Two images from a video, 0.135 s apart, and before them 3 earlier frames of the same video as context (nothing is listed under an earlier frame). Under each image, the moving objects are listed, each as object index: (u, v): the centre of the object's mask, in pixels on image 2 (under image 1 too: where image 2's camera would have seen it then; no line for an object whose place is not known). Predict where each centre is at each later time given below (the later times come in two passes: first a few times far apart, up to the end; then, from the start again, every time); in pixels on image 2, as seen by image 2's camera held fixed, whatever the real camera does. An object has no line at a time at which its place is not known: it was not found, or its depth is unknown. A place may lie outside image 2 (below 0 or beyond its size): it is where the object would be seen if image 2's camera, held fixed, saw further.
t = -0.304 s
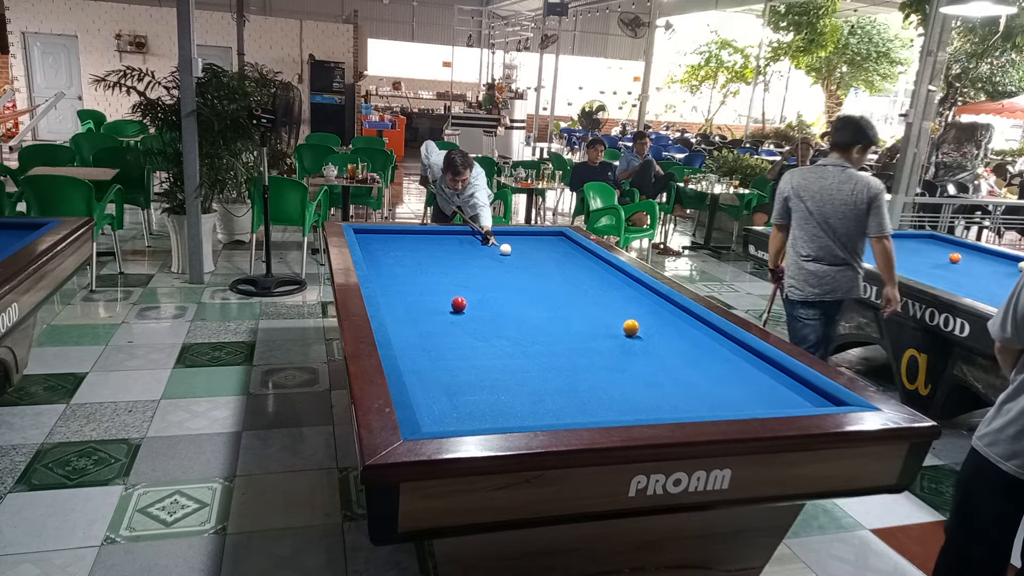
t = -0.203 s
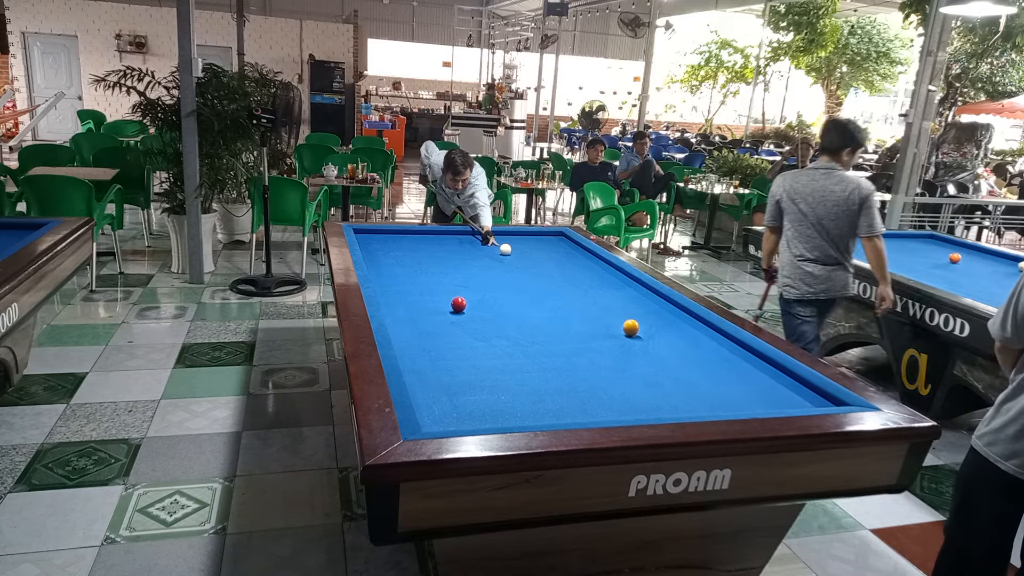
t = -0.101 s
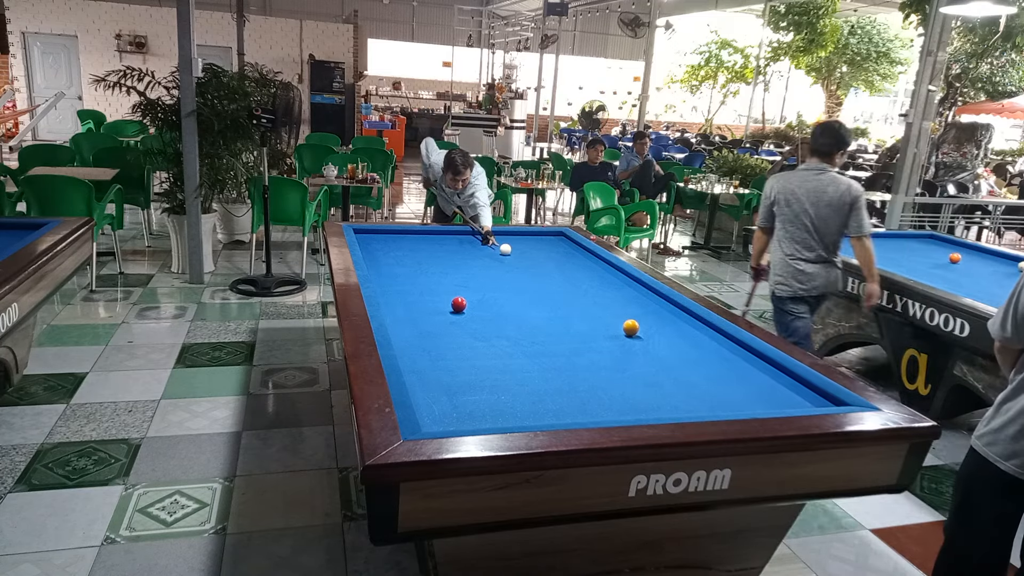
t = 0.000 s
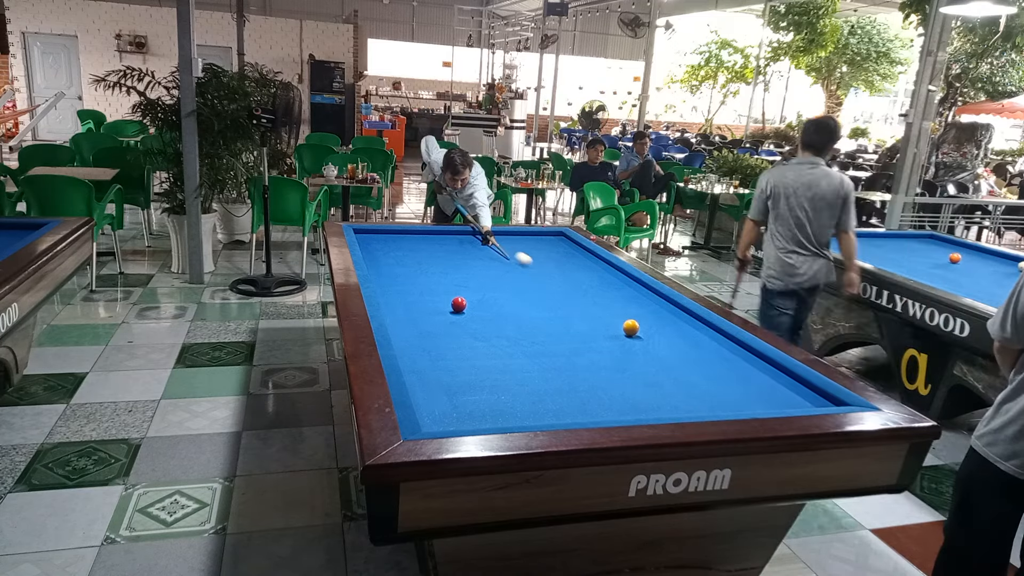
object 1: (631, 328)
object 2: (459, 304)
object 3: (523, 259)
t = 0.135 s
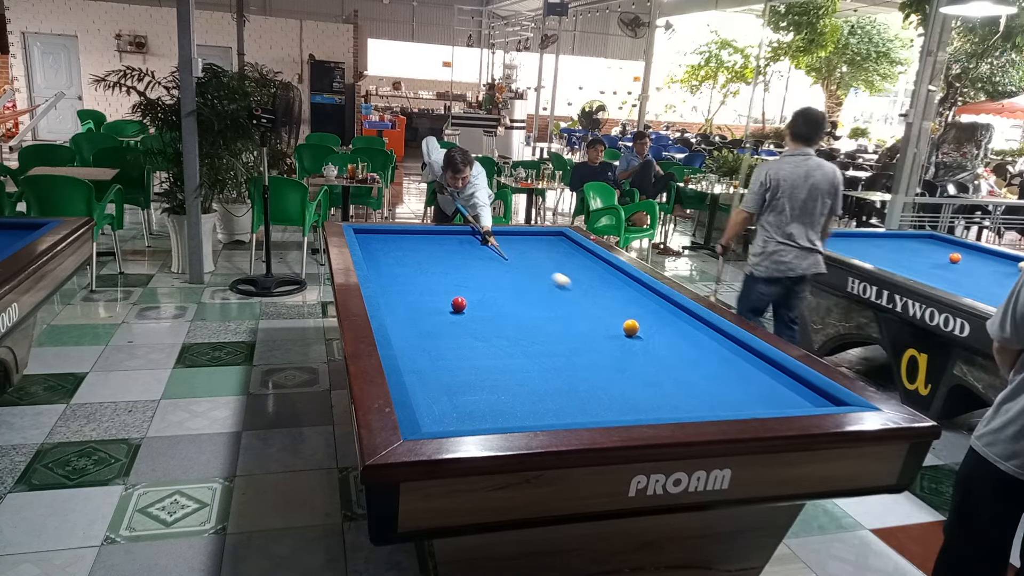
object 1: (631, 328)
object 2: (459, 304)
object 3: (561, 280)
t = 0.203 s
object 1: (631, 328)
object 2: (459, 304)
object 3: (582, 292)
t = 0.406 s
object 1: (628, 334)
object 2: (459, 304)
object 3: (654, 327)
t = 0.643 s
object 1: (611, 368)
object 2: (459, 304)
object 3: (746, 351)
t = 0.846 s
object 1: (596, 400)
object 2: (459, 304)
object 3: (764, 388)
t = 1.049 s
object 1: (564, 409)
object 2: (459, 304)
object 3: (730, 392)
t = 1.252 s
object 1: (522, 393)
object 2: (459, 304)
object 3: (655, 373)
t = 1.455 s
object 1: (485, 381)
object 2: (459, 304)
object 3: (592, 358)
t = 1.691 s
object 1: (445, 368)
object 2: (459, 304)
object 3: (526, 343)
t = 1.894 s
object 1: (413, 358)
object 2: (459, 304)
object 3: (475, 332)
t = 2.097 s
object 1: (414, 349)
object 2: (459, 304)
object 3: (427, 321)
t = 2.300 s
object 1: (424, 340)
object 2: (459, 304)
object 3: (393, 310)
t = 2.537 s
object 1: (434, 331)
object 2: (459, 304)
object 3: (412, 297)
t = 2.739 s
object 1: (442, 324)
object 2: (459, 304)
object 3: (424, 288)
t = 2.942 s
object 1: (450, 317)
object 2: (459, 304)
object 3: (436, 279)
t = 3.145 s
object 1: (457, 311)
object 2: (460, 301)
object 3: (446, 271)
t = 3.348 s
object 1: (464, 308)
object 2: (457, 299)
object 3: (455, 264)
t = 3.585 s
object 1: (472, 307)
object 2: (457, 297)
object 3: (465, 256)
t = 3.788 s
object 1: (478, 306)
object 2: (456, 294)
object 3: (473, 250)
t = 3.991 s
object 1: (484, 306)
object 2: (455, 291)
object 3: (480, 245)
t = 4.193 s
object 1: (490, 305)
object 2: (454, 288)
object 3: (486, 240)
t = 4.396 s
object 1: (495, 304)
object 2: (453, 286)
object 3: (492, 235)
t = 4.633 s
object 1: (500, 303)
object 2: (451, 283)
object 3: (504, 233)
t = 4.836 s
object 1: (505, 302)
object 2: (450, 280)
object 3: (520, 236)
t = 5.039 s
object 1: (509, 302)
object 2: (450, 278)
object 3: (536, 238)
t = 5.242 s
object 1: (513, 301)
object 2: (449, 277)
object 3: (552, 240)
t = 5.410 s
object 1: (516, 300)
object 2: (448, 275)
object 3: (565, 242)
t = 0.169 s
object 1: (631, 328)
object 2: (459, 304)
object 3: (571, 286)
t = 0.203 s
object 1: (631, 328)
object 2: (459, 304)
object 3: (582, 292)
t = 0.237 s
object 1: (631, 328)
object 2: (459, 304)
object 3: (592, 298)
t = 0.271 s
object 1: (631, 328)
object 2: (459, 304)
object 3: (603, 304)
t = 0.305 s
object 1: (631, 328)
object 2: (459, 304)
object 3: (615, 311)
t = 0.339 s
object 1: (631, 328)
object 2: (459, 304)
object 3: (624, 316)
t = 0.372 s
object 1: (630, 329)
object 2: (459, 304)
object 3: (642, 323)
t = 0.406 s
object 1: (628, 334)
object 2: (459, 304)
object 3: (654, 327)
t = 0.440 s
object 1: (625, 339)
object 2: (459, 304)
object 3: (668, 329)
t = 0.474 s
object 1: (623, 343)
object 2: (459, 304)
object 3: (683, 332)
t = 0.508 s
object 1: (621, 348)
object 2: (459, 304)
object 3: (697, 336)
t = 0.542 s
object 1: (618, 353)
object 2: (459, 304)
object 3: (712, 339)
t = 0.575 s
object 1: (616, 358)
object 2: (459, 304)
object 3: (727, 342)
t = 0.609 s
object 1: (613, 364)
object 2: (459, 304)
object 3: (741, 346)
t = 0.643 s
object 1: (611, 368)
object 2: (459, 304)
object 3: (746, 351)
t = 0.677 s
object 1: (609, 374)
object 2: (459, 304)
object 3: (747, 357)
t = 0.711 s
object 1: (606, 379)
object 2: (459, 304)
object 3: (749, 363)
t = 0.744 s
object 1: (604, 383)
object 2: (459, 304)
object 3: (752, 368)
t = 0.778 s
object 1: (601, 389)
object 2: (459, 304)
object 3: (755, 374)
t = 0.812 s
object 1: (599, 394)
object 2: (459, 304)
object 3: (760, 381)
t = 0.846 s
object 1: (596, 400)
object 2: (459, 304)
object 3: (764, 388)
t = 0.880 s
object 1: (593, 405)
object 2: (459, 304)
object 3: (769, 394)
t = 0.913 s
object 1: (591, 410)
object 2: (459, 304)
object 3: (774, 400)
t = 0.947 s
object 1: (588, 413)
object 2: (459, 304)
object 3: (776, 403)
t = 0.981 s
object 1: (581, 413)
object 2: (459, 304)
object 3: (761, 401)
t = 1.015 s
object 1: (572, 411)
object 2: (459, 304)
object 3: (745, 398)
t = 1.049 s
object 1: (564, 409)
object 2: (459, 304)
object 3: (730, 392)
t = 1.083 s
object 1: (557, 405)
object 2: (459, 304)
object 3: (716, 388)
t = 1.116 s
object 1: (550, 402)
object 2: (459, 304)
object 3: (702, 385)
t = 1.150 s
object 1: (543, 400)
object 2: (459, 304)
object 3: (690, 381)
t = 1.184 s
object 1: (536, 397)
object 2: (459, 304)
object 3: (677, 378)
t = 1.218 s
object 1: (529, 395)
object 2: (459, 304)
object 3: (666, 375)
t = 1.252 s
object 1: (522, 393)
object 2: (459, 304)
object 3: (655, 373)
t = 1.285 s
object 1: (516, 391)
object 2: (459, 304)
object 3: (644, 370)
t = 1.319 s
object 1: (510, 389)
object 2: (459, 304)
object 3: (633, 368)
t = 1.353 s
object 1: (503, 387)
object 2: (459, 304)
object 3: (623, 365)
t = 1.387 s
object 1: (497, 385)
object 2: (459, 304)
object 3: (613, 363)
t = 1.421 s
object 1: (491, 383)
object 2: (459, 304)
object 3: (602, 361)
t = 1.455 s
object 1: (485, 381)
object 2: (459, 304)
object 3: (592, 358)
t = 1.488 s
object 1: (479, 379)
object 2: (459, 304)
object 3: (583, 356)
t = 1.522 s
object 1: (473, 377)
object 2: (459, 304)
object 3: (573, 354)
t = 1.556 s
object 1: (467, 376)
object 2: (459, 304)
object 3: (563, 352)
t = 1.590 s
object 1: (461, 374)
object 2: (459, 304)
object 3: (554, 350)
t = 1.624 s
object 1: (456, 372)
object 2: (459, 304)
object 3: (544, 348)
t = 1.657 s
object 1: (450, 370)
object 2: (459, 304)
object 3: (535, 346)
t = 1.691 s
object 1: (445, 368)
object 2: (459, 304)
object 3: (526, 343)
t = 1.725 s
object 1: (439, 367)
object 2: (459, 304)
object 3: (517, 341)
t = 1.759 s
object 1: (433, 365)
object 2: (459, 304)
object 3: (509, 339)
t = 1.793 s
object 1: (428, 363)
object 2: (459, 304)
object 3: (500, 337)
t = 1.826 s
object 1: (423, 361)
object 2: (459, 304)
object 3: (491, 335)
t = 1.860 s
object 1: (418, 360)
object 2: (459, 304)
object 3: (483, 334)
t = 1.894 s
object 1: (413, 358)
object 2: (459, 304)
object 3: (475, 332)
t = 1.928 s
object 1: (408, 356)
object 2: (459, 304)
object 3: (466, 330)
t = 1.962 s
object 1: (407, 355)
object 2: (459, 304)
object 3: (458, 328)
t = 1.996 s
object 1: (409, 354)
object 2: (459, 304)
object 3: (450, 326)
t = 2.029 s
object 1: (411, 352)
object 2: (459, 304)
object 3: (442, 324)
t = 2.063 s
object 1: (413, 350)
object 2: (459, 304)
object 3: (434, 323)
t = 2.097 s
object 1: (414, 349)
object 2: (459, 304)
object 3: (427, 321)
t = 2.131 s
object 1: (416, 347)
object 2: (459, 304)
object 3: (419, 319)
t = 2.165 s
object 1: (418, 346)
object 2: (459, 304)
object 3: (411, 317)
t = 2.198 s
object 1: (419, 344)
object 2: (459, 304)
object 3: (404, 316)
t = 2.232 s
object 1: (421, 343)
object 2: (459, 304)
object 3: (396, 314)
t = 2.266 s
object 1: (422, 342)
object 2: (459, 304)
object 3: (390, 312)
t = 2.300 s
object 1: (424, 340)
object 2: (459, 304)
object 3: (393, 310)
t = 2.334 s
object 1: (426, 339)
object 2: (459, 304)
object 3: (397, 308)
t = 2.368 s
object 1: (427, 337)
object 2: (459, 304)
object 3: (400, 306)
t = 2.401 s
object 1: (429, 336)
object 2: (459, 304)
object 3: (403, 304)
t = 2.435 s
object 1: (430, 335)
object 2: (459, 304)
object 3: (405, 302)
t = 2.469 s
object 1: (431, 334)
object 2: (459, 304)
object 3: (407, 301)
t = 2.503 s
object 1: (433, 332)
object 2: (459, 304)
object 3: (410, 299)
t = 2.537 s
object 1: (434, 331)
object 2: (459, 304)
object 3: (412, 297)
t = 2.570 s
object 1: (436, 330)
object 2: (459, 304)
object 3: (414, 296)
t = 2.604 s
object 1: (437, 328)
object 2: (459, 304)
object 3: (416, 294)
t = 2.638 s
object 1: (438, 327)
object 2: (459, 304)
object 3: (418, 292)
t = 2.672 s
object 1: (440, 326)
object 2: (459, 304)
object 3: (420, 291)
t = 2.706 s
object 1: (441, 325)
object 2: (459, 304)
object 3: (422, 289)
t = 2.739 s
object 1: (442, 324)
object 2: (459, 304)
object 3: (424, 288)
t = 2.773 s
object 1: (444, 323)
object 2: (459, 304)
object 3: (426, 286)
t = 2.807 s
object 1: (445, 321)
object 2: (459, 304)
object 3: (428, 284)
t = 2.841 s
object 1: (446, 320)
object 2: (459, 304)
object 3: (430, 283)
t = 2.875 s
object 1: (447, 319)
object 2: (459, 304)
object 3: (432, 281)
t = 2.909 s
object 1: (449, 318)
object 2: (459, 304)
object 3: (434, 280)
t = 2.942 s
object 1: (450, 317)
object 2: (459, 304)
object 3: (436, 279)
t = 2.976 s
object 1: (451, 316)
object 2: (459, 303)
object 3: (437, 277)
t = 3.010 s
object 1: (452, 315)
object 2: (459, 303)
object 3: (439, 276)
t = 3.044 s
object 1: (453, 314)
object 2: (460, 303)
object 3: (441, 275)
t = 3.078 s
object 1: (455, 313)
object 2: (460, 302)
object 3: (443, 273)
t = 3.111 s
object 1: (456, 312)
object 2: (460, 302)
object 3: (444, 272)
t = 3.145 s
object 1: (457, 311)
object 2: (460, 301)
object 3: (446, 271)
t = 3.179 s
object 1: (458, 311)
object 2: (459, 300)
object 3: (447, 269)
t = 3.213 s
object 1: (459, 309)
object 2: (459, 300)
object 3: (449, 268)
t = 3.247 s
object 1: (460, 309)
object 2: (458, 300)
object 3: (451, 267)
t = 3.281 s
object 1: (462, 309)
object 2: (457, 300)
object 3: (452, 266)
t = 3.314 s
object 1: (463, 309)
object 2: (457, 300)
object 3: (454, 265)
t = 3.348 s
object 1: (464, 308)
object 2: (457, 299)
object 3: (455, 264)
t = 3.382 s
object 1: (465, 308)
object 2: (457, 299)
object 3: (457, 262)
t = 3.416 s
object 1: (466, 308)
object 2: (457, 299)
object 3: (458, 261)
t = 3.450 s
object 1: (467, 308)
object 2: (457, 299)
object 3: (459, 260)
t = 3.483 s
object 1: (469, 308)
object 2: (457, 299)
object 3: (461, 259)
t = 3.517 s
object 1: (470, 307)
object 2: (457, 298)
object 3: (462, 258)
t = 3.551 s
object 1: (471, 308)
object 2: (457, 298)
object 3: (464, 257)
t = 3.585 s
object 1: (472, 307)
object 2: (457, 297)
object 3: (465, 256)
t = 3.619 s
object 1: (473, 307)
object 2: (457, 297)
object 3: (466, 255)
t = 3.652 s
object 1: (474, 307)
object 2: (456, 296)
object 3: (468, 254)
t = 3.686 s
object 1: (475, 307)
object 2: (456, 296)
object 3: (469, 253)
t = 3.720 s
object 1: (476, 307)
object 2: (456, 295)
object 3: (470, 252)
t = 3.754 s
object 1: (477, 307)
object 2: (456, 295)
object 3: (471, 251)
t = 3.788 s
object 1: (478, 306)
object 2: (456, 294)
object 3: (473, 250)
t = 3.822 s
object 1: (479, 306)
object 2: (456, 294)
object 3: (474, 249)
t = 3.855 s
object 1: (480, 306)
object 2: (455, 293)
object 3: (475, 248)
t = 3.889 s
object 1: (481, 306)
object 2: (455, 293)
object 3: (476, 247)
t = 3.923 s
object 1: (482, 306)
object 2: (455, 292)
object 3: (477, 246)
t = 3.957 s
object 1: (483, 306)
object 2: (455, 292)
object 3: (478, 246)
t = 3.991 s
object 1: (484, 306)
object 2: (455, 291)
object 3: (480, 245)
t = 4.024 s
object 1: (485, 305)
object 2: (454, 291)
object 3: (481, 244)
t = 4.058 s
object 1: (486, 305)
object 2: (454, 290)
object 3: (482, 243)
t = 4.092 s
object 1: (487, 305)
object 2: (454, 290)
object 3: (483, 242)
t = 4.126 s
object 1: (488, 305)
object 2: (454, 289)
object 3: (484, 241)
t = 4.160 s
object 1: (489, 305)
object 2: (454, 289)
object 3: (485, 241)
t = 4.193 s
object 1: (490, 305)
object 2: (454, 288)
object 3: (486, 240)
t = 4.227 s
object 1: (491, 304)
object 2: (453, 288)
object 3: (487, 239)
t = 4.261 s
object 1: (491, 304)
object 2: (453, 287)
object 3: (488, 238)
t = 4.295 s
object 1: (492, 304)
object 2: (453, 287)
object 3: (489, 237)
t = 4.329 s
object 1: (493, 304)
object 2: (453, 286)
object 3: (490, 237)
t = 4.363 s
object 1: (494, 304)
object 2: (453, 286)
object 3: (491, 236)
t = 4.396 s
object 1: (495, 304)
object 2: (453, 286)
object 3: (492, 235)
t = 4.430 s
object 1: (496, 304)
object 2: (452, 285)
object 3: (493, 234)
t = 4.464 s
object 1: (497, 303)
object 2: (452, 285)
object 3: (494, 234)
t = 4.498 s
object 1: (497, 303)
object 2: (452, 284)
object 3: (495, 233)
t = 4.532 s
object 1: (498, 303)
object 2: (452, 284)
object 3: (496, 232)
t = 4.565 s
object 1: (499, 303)
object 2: (452, 284)
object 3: (499, 233)
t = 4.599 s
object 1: (500, 303)
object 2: (451, 283)
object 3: (502, 233)
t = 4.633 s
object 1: (500, 303)
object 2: (451, 283)
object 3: (504, 233)
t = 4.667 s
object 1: (501, 303)
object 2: (451, 282)
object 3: (507, 234)
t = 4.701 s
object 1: (502, 303)
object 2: (451, 282)
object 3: (510, 234)
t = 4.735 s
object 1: (503, 302)
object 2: (451, 282)
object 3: (512, 234)
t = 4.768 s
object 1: (504, 302)
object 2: (451, 281)
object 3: (515, 235)
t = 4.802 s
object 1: (504, 302)
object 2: (451, 281)
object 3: (517, 235)
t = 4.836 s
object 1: (505, 302)
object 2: (450, 280)
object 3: (520, 236)
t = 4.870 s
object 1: (506, 302)
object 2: (450, 280)
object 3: (523, 236)
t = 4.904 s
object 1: (506, 302)
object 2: (450, 280)
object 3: (525, 237)
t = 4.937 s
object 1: (507, 302)
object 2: (450, 280)
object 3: (528, 237)
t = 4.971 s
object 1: (508, 302)
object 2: (450, 279)
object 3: (531, 237)
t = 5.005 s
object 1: (508, 302)
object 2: (450, 279)
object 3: (533, 238)
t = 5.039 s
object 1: (509, 302)
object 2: (450, 278)
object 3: (536, 238)
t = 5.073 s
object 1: (510, 301)
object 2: (450, 278)
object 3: (539, 238)
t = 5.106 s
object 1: (510, 301)
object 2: (450, 278)
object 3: (541, 239)
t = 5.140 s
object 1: (511, 301)
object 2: (449, 278)
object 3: (544, 239)
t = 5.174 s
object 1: (512, 301)
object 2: (449, 277)
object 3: (546, 240)
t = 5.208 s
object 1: (512, 301)
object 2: (449, 277)
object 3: (549, 240)
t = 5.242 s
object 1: (513, 301)
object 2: (449, 277)
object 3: (552, 240)
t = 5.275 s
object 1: (513, 301)
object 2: (449, 276)
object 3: (554, 241)
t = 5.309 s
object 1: (514, 301)
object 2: (449, 276)
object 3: (557, 241)
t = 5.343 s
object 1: (515, 301)
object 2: (449, 276)
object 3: (559, 242)
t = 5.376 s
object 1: (515, 301)
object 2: (449, 275)
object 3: (562, 242)
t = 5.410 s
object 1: (516, 300)
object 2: (448, 275)
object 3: (565, 242)
